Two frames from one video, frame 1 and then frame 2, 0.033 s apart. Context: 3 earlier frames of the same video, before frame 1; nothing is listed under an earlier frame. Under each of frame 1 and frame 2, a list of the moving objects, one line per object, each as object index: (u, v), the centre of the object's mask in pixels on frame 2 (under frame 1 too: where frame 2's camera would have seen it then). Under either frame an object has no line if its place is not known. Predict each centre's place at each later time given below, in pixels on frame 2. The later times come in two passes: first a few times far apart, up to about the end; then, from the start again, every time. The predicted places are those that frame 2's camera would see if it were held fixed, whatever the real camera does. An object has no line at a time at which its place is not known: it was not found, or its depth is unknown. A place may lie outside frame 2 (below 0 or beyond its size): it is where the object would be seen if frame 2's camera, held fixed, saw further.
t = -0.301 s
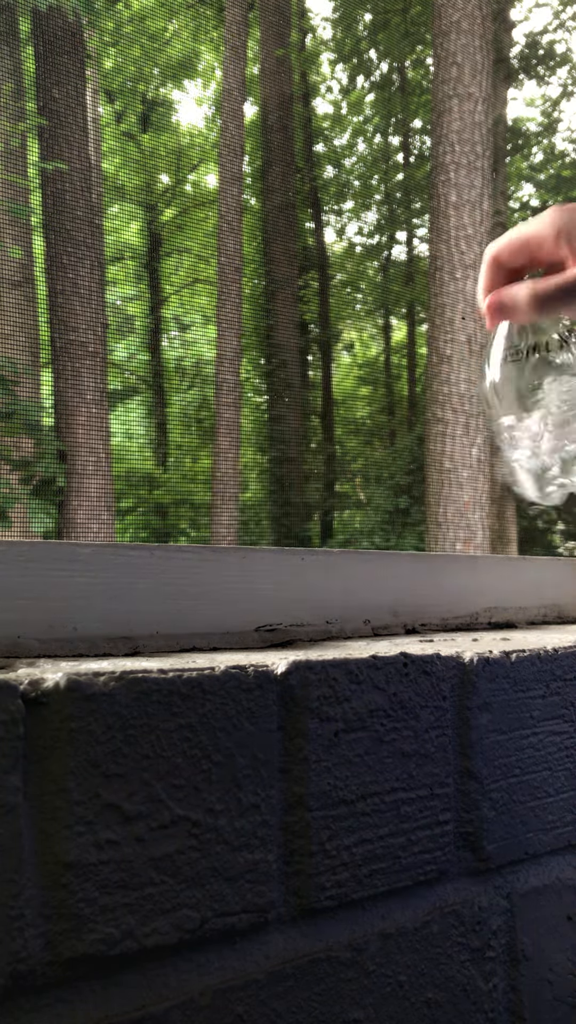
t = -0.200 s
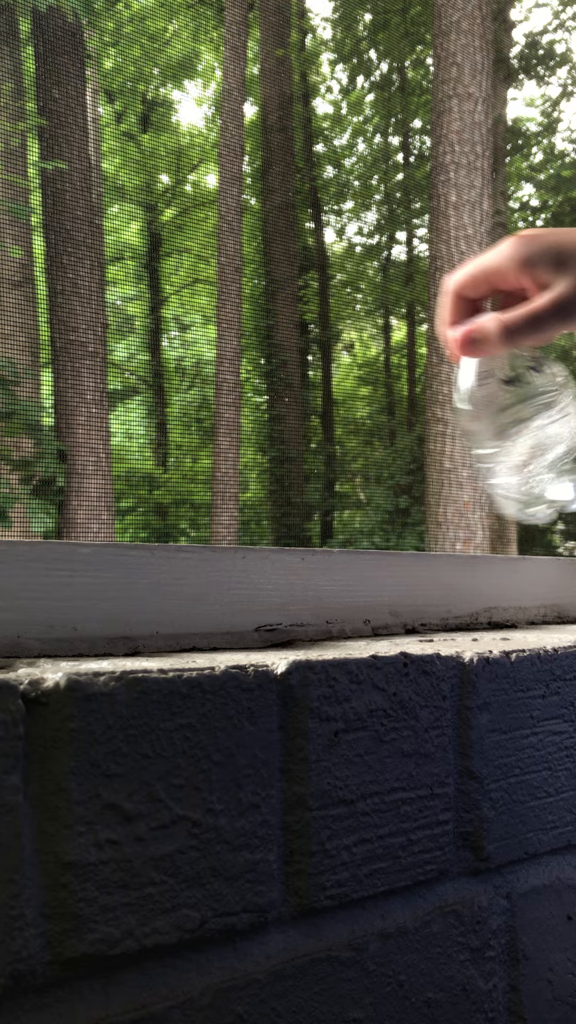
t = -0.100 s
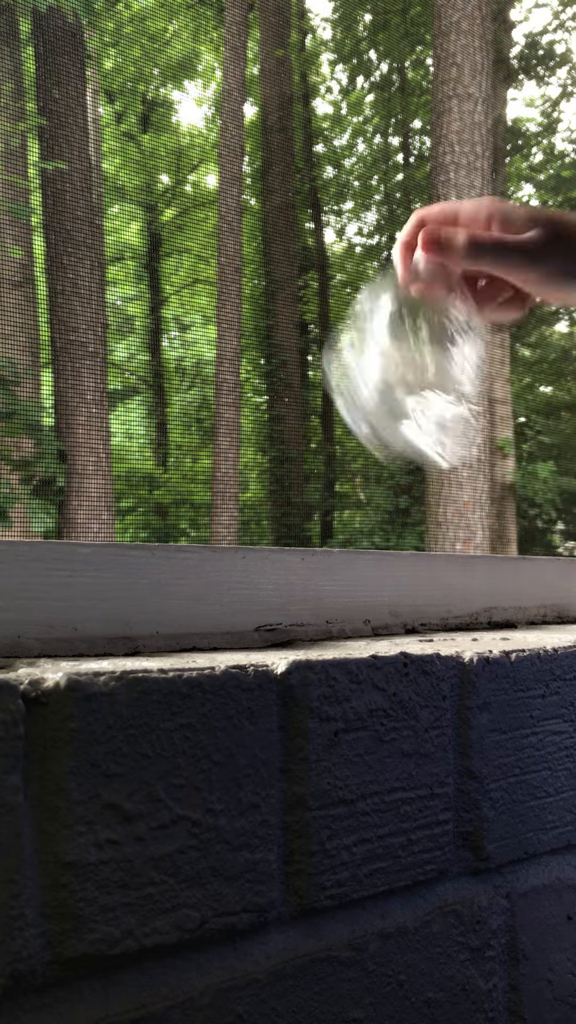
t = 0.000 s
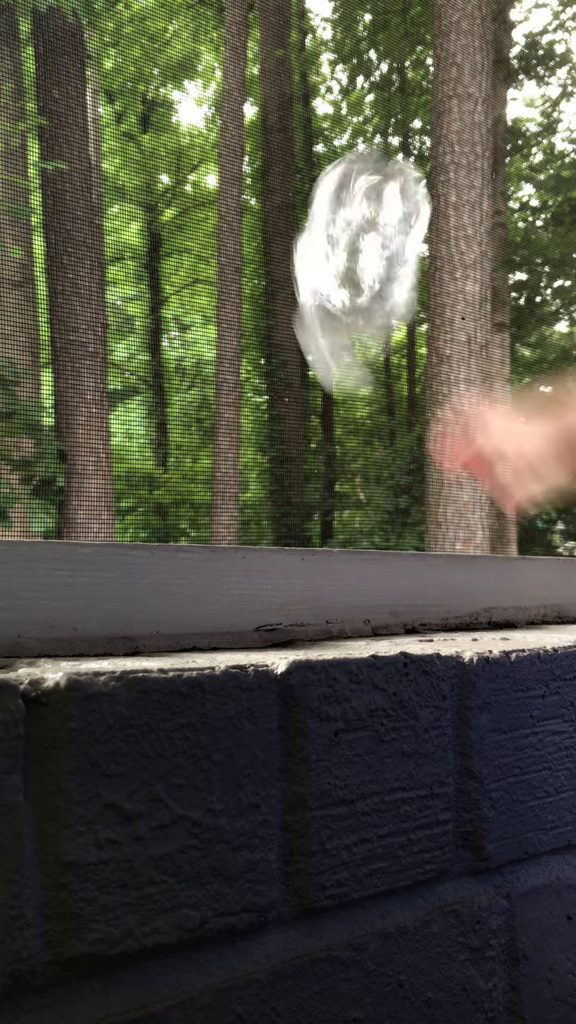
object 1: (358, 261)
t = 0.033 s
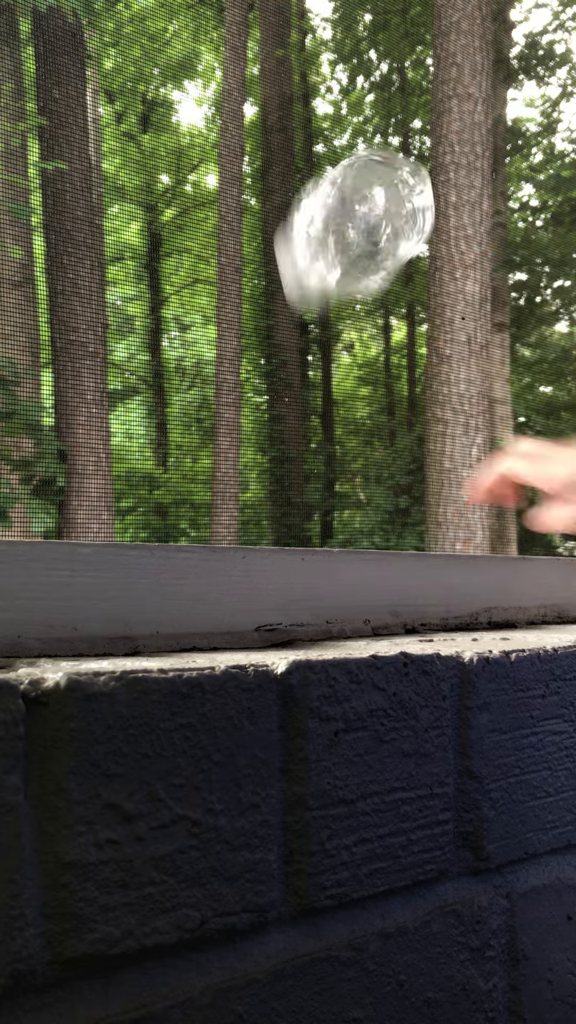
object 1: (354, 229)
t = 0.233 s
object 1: (395, 464)
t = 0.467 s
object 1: (497, 486)
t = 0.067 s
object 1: (354, 223)
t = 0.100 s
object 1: (355, 242)
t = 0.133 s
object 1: (358, 278)
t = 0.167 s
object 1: (368, 335)
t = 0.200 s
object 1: (380, 408)
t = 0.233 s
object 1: (395, 464)
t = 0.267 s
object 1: (404, 470)
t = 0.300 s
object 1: (414, 473)
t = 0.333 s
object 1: (429, 475)
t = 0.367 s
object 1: (447, 478)
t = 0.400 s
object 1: (465, 481)
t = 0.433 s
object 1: (481, 483)
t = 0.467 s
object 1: (497, 486)
